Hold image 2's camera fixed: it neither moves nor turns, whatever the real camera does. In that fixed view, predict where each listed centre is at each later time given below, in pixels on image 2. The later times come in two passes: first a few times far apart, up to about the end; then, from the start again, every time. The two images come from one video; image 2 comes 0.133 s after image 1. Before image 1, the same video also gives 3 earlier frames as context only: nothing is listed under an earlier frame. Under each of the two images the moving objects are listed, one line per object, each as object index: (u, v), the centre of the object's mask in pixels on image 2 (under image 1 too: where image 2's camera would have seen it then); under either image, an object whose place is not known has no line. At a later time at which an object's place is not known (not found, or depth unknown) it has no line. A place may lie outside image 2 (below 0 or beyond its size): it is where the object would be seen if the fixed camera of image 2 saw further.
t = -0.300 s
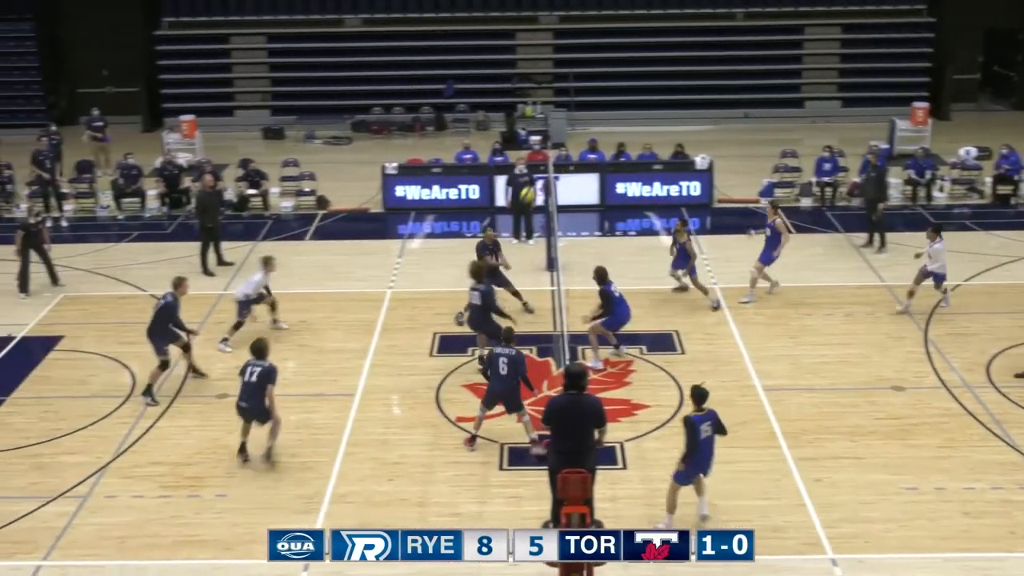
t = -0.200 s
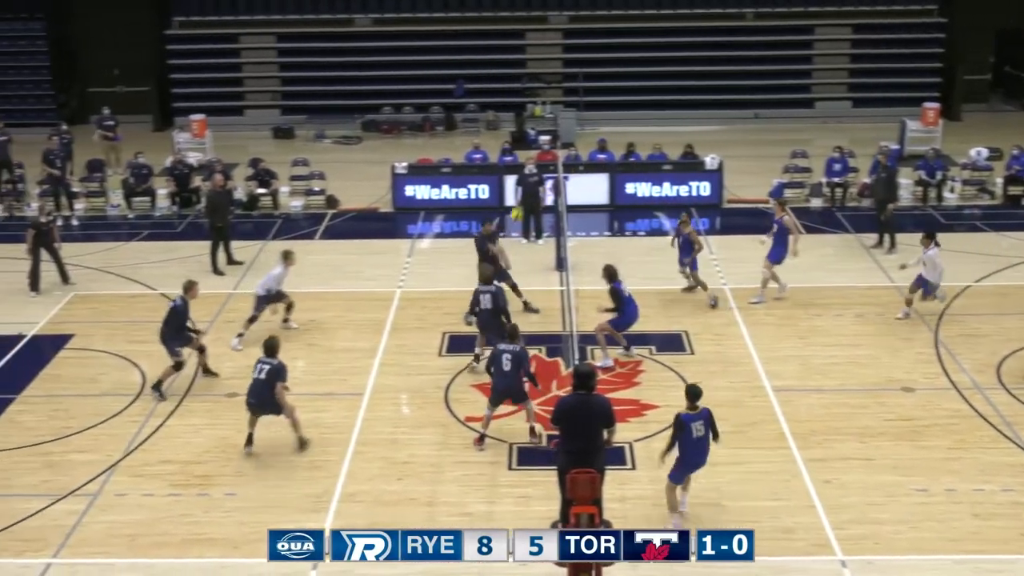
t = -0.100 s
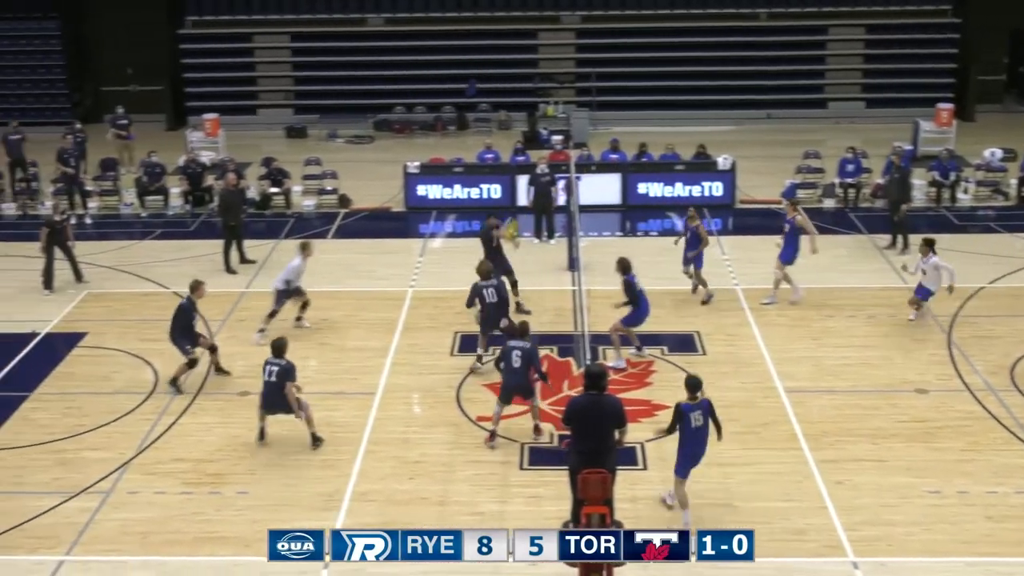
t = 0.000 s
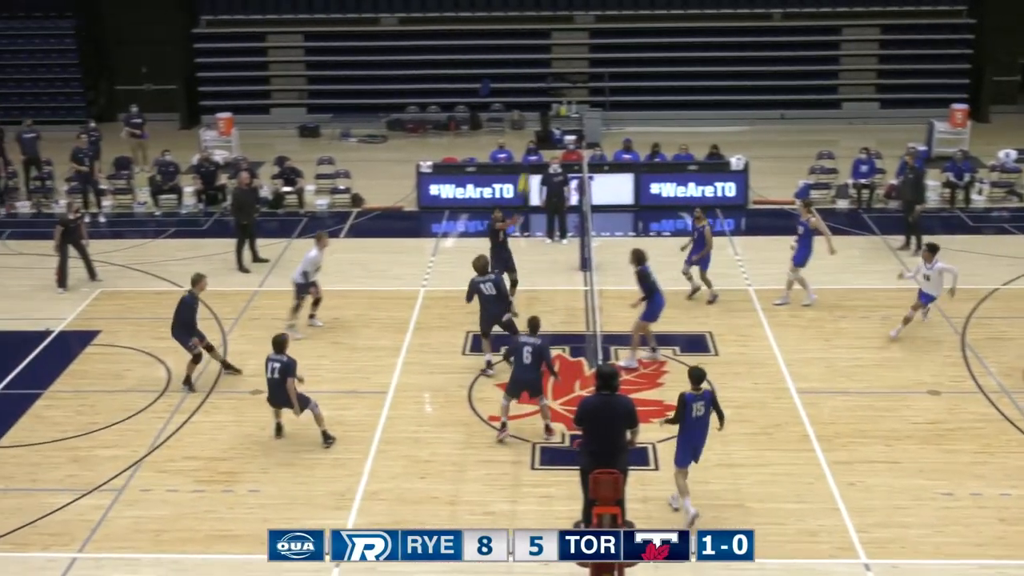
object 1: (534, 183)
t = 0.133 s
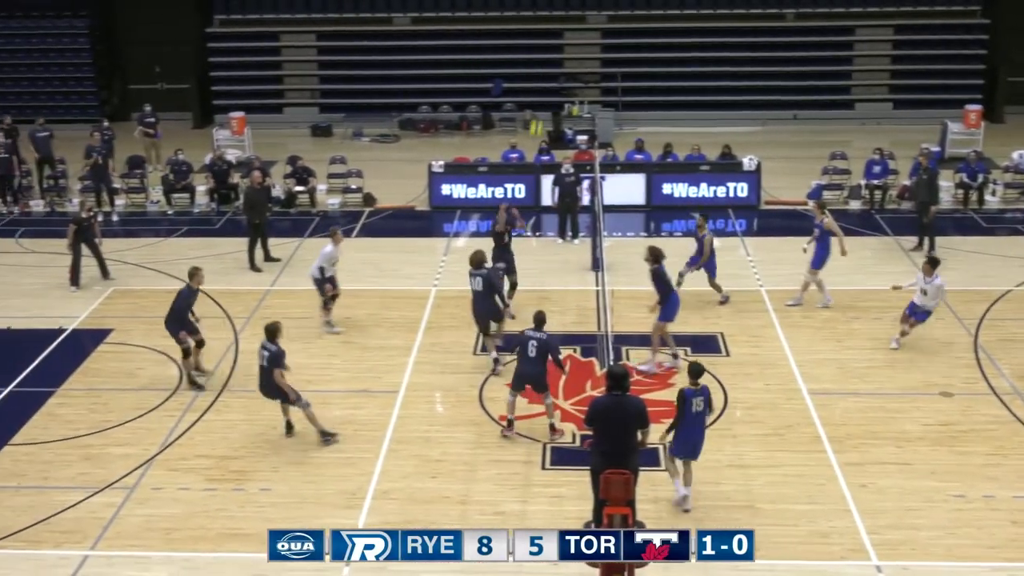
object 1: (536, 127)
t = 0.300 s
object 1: (535, 75)
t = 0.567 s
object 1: (533, 25)
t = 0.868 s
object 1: (531, 22)
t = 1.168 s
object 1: (528, 78)
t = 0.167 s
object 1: (535, 117)
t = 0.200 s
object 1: (535, 106)
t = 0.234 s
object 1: (535, 96)
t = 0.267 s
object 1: (535, 86)
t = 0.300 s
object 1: (535, 75)
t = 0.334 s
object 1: (534, 67)
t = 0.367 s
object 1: (534, 59)
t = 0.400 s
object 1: (534, 52)
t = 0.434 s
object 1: (533, 45)
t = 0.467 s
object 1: (534, 40)
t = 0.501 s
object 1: (533, 33)
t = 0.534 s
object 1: (533, 29)
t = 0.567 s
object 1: (533, 25)
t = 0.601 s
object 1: (533, 22)
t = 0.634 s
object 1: (532, 19)
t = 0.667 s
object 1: (532, 18)
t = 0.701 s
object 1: (531, 17)
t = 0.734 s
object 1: (531, 17)
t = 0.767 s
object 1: (531, 17)
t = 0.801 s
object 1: (530, 18)
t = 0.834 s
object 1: (531, 19)
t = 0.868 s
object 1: (531, 22)
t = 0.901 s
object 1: (531, 25)
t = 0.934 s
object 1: (530, 30)
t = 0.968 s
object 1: (530, 34)
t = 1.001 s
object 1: (530, 41)
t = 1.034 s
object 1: (530, 46)
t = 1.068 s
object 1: (529, 53)
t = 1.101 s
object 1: (529, 60)
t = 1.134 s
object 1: (529, 70)
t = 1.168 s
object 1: (528, 78)
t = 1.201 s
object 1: (527, 88)
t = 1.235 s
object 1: (527, 99)
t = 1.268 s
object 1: (527, 111)
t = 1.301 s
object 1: (527, 120)
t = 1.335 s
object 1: (528, 130)
